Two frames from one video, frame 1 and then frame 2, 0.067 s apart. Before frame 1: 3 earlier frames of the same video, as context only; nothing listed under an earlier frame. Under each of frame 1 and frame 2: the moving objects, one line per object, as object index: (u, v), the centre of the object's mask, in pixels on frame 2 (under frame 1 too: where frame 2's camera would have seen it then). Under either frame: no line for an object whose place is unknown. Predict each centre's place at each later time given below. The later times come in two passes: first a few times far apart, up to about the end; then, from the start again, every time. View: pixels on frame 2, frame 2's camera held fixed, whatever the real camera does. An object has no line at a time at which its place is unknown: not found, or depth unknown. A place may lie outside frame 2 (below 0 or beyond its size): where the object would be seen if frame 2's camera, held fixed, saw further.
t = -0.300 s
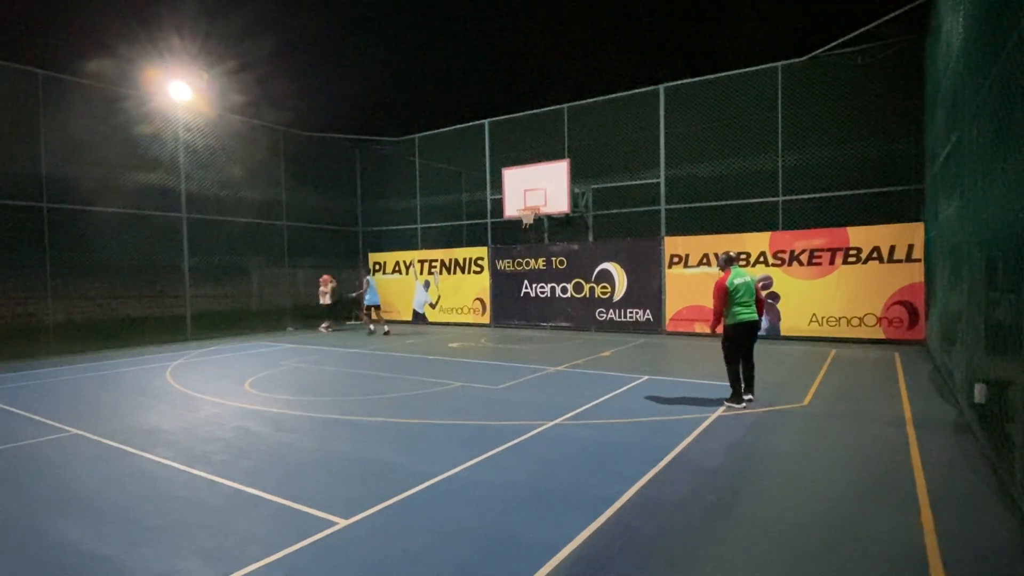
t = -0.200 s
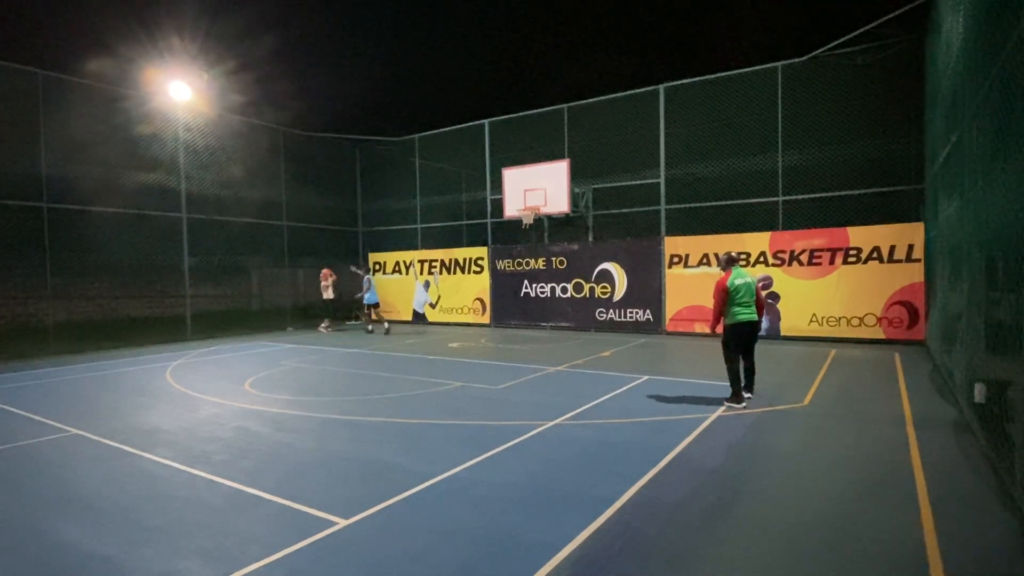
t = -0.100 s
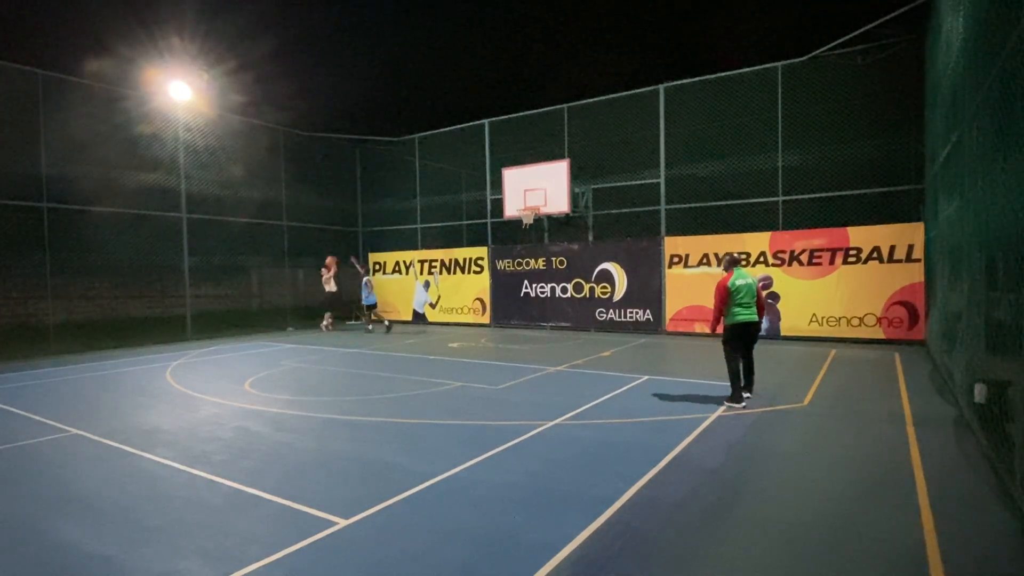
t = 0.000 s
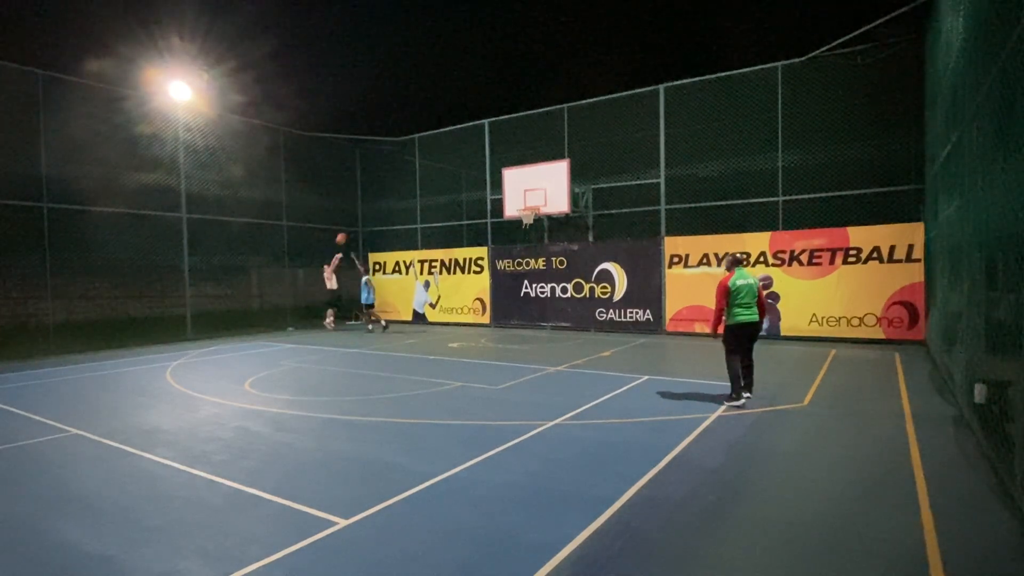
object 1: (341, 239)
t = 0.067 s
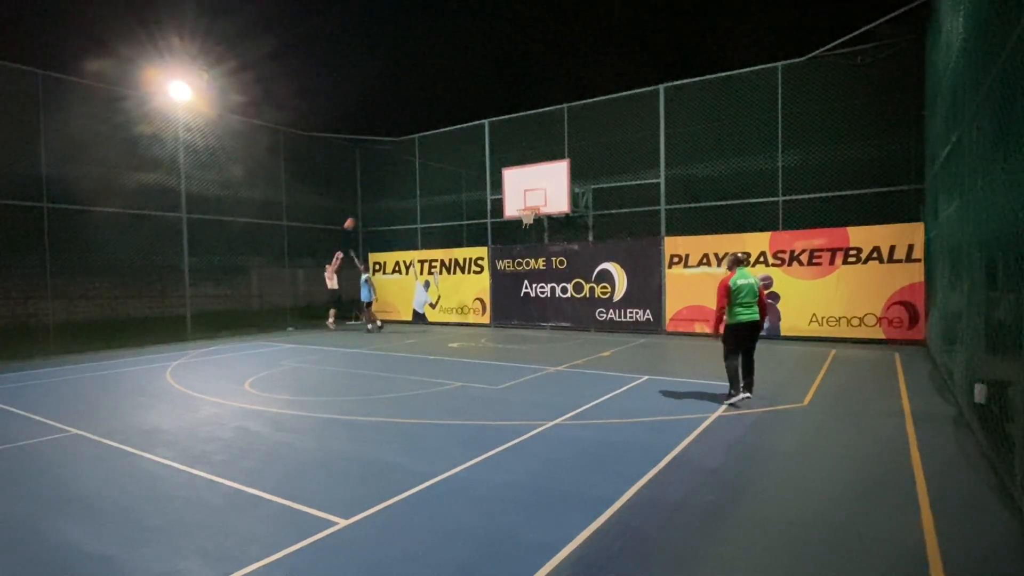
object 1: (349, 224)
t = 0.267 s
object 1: (377, 187)
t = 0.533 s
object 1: (416, 157)
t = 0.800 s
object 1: (459, 152)
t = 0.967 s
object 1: (486, 162)
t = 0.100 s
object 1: (354, 216)
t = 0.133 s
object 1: (358, 210)
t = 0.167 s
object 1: (363, 204)
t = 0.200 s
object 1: (368, 198)
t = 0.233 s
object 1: (373, 192)
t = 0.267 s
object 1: (377, 187)
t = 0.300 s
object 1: (382, 181)
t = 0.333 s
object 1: (387, 176)
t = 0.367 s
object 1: (391, 173)
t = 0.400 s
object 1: (397, 169)
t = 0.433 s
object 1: (402, 165)
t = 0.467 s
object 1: (407, 162)
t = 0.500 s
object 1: (411, 159)
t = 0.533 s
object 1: (416, 157)
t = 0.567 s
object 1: (421, 155)
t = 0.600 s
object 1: (426, 153)
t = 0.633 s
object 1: (432, 151)
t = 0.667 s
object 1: (437, 151)
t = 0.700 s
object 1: (443, 150)
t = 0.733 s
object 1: (448, 151)
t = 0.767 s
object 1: (453, 151)
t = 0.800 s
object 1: (459, 152)
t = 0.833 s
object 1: (465, 153)
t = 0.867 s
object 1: (469, 154)
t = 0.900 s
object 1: (475, 157)
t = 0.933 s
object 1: (481, 159)
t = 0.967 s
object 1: (486, 162)
